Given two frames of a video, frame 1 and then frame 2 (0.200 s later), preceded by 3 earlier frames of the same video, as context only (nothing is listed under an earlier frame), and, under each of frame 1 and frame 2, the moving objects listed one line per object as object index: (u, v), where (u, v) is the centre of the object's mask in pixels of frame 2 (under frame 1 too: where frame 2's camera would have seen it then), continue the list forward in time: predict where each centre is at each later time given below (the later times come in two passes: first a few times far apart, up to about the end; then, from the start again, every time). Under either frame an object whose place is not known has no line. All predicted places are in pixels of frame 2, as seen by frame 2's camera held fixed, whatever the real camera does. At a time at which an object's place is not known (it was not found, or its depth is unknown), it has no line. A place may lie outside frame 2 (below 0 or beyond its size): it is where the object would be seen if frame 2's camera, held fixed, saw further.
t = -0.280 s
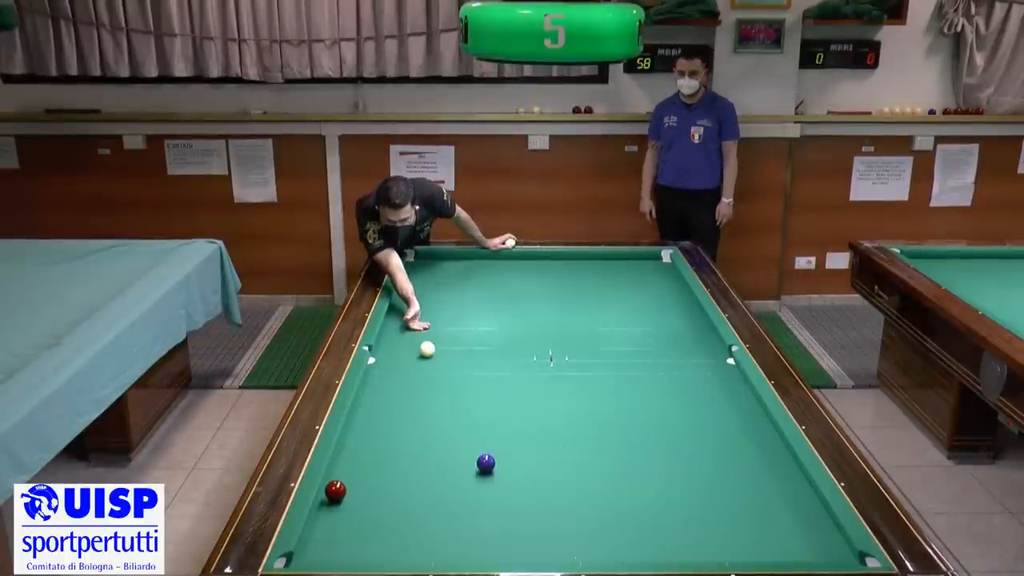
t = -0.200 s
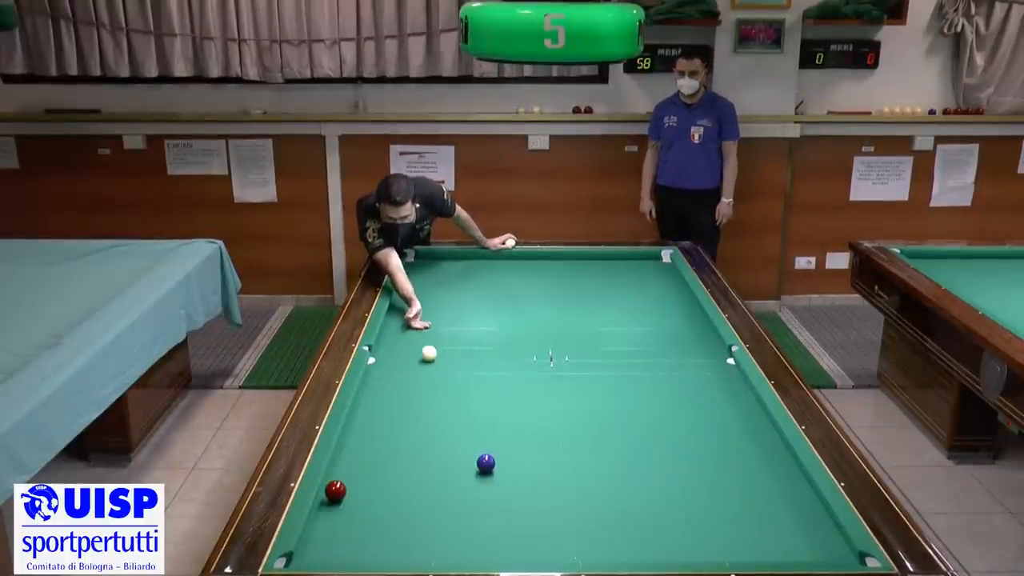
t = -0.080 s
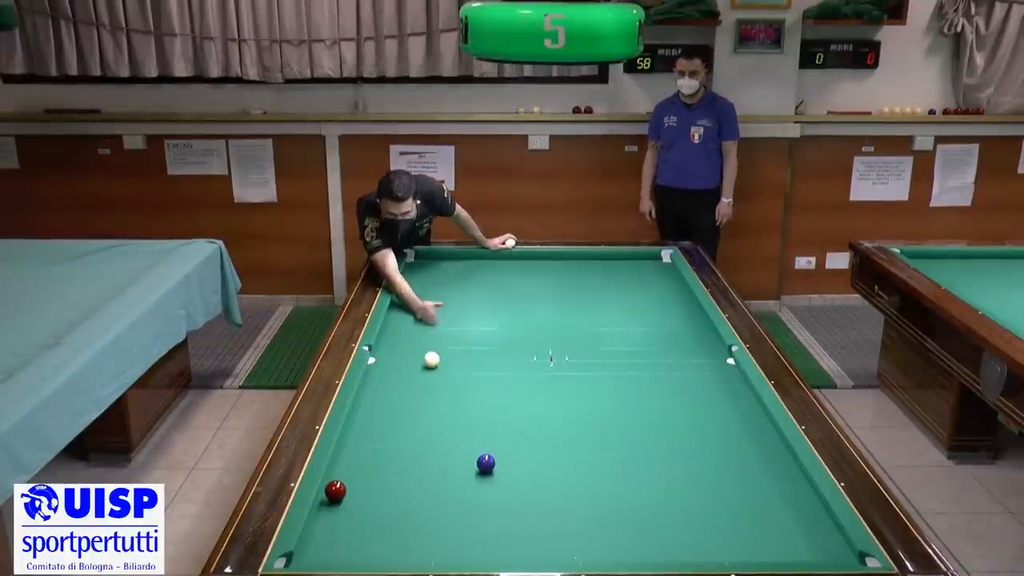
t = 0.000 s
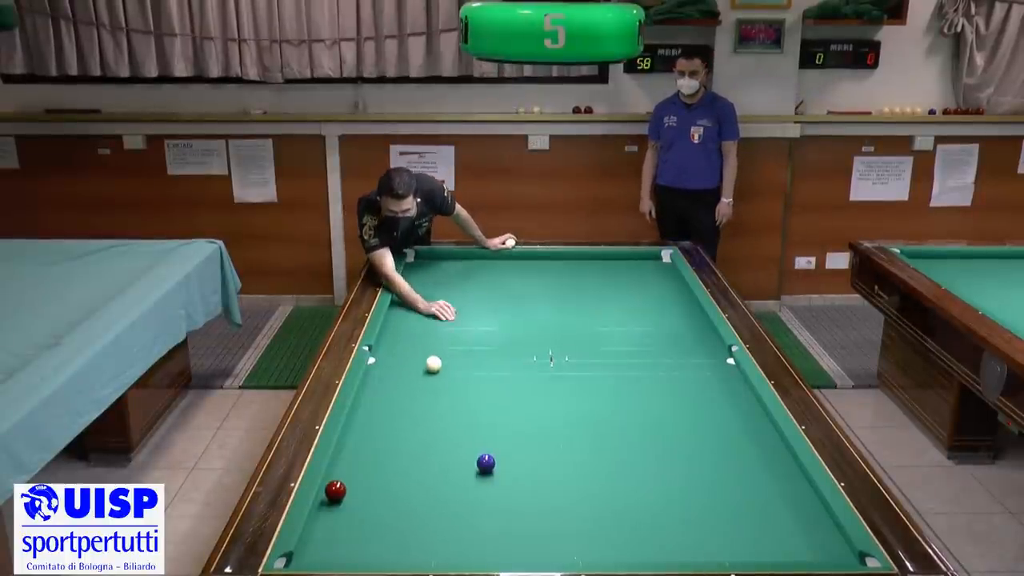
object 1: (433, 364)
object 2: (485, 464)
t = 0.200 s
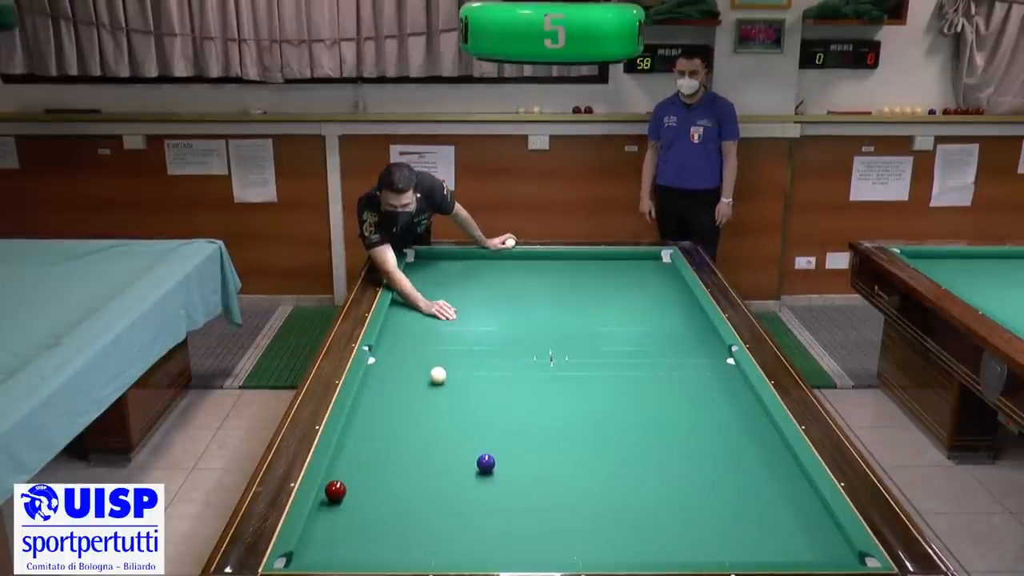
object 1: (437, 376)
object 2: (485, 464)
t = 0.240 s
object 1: (438, 378)
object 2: (485, 464)
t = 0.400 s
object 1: (442, 387)
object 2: (485, 464)
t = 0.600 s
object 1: (448, 399)
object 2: (485, 464)
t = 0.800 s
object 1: (453, 412)
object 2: (485, 464)
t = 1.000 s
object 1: (458, 425)
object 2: (485, 464)
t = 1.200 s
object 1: (464, 439)
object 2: (485, 464)
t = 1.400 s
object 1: (469, 453)
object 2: (485, 464)
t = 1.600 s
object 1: (466, 463)
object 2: (498, 470)
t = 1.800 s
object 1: (461, 472)
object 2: (512, 477)
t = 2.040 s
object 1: (454, 483)
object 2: (528, 485)
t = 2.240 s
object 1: (448, 492)
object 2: (541, 491)
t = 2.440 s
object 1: (443, 502)
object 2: (555, 497)
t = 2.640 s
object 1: (437, 511)
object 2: (568, 504)
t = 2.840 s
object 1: (432, 520)
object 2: (581, 510)
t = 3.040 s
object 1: (426, 529)
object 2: (594, 516)
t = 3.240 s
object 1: (421, 538)
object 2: (606, 521)
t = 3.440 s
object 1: (415, 546)
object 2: (618, 527)
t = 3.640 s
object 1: (410, 552)
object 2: (629, 533)
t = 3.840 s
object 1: (405, 557)
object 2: (641, 538)
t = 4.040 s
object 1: (404, 554)
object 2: (651, 543)
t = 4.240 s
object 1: (402, 551)
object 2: (662, 547)
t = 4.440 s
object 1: (400, 549)
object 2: (672, 551)
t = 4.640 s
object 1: (398, 547)
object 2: (681, 553)
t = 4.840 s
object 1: (397, 544)
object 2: (690, 555)
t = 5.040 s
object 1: (395, 541)
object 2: (698, 557)
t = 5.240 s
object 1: (394, 539)
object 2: (703, 557)
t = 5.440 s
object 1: (393, 537)
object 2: (707, 556)
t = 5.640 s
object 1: (392, 535)
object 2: (710, 556)
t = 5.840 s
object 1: (392, 533)
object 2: (712, 555)
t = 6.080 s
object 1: (392, 532)
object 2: (715, 555)
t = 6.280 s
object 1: (392, 532)
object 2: (716, 554)
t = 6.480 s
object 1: (392, 531)
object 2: (716, 554)
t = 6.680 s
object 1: (392, 531)
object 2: (717, 554)
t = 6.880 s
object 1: (392, 531)
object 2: (717, 554)
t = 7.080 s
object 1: (392, 530)
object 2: (717, 554)
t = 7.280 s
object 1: (392, 530)
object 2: (717, 554)
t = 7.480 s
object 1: (392, 530)
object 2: (717, 554)
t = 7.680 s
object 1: (392, 530)
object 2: (717, 554)
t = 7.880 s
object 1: (392, 530)
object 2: (717, 554)
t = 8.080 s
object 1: (392, 530)
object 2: (717, 554)
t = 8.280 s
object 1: (392, 530)
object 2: (717, 554)
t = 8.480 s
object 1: (392, 530)
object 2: (717, 554)
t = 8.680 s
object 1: (392, 530)
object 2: (717, 554)
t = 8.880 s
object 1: (392, 530)
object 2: (717, 554)
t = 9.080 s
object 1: (392, 531)
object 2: (717, 554)
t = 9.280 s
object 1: (392, 530)
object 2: (717, 554)
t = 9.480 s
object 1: (392, 530)
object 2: (717, 554)
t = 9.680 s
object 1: (392, 530)
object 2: (717, 554)
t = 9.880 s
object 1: (392, 530)
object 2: (717, 554)
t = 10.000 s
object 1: (392, 530)
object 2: (717, 554)
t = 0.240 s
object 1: (438, 378)
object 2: (485, 464)
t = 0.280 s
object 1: (439, 380)
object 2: (485, 464)
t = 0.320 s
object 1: (441, 383)
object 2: (485, 464)
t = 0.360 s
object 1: (441, 385)
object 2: (485, 464)
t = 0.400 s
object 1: (442, 387)
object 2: (485, 464)
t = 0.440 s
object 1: (444, 390)
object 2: (485, 464)
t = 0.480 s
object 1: (444, 392)
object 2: (485, 464)
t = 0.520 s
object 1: (446, 394)
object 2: (485, 464)
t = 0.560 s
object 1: (447, 397)
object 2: (485, 464)
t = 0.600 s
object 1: (448, 399)
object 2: (485, 464)
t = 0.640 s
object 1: (449, 402)
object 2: (485, 464)
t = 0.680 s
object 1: (450, 404)
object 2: (485, 464)
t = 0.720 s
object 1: (451, 407)
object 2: (485, 464)
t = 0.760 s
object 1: (452, 409)
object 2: (485, 464)
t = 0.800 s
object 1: (453, 412)
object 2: (485, 464)
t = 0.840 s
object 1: (454, 415)
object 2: (485, 464)
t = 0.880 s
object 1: (455, 417)
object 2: (485, 464)
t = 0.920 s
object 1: (456, 420)
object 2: (485, 464)
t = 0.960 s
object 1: (457, 423)
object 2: (485, 464)
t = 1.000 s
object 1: (458, 425)
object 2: (485, 464)
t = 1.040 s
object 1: (460, 428)
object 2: (485, 464)
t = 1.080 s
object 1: (461, 431)
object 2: (485, 464)
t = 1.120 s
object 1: (462, 434)
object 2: (485, 464)
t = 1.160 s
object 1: (463, 436)
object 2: (485, 464)
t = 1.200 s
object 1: (464, 439)
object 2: (485, 464)
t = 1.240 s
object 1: (465, 442)
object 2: (485, 464)
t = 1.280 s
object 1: (466, 445)
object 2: (485, 464)
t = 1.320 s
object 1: (468, 447)
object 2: (485, 464)
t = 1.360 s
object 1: (469, 450)
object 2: (485, 464)
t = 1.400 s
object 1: (469, 453)
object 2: (485, 464)
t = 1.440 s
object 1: (470, 455)
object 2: (485, 464)
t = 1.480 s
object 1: (469, 457)
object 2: (489, 466)
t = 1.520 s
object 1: (468, 460)
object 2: (493, 467)
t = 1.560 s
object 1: (467, 461)
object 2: (495, 469)
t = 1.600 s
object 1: (466, 463)
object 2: (498, 470)
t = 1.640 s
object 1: (465, 465)
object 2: (501, 471)
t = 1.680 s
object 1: (464, 467)
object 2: (504, 472)
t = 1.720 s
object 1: (463, 468)
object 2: (506, 474)
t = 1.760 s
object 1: (462, 471)
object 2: (509, 475)
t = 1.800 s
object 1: (461, 472)
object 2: (512, 477)
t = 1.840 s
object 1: (459, 474)
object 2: (514, 478)
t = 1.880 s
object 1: (458, 476)
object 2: (517, 479)
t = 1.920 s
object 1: (457, 478)
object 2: (520, 481)
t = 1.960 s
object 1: (456, 479)
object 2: (523, 482)
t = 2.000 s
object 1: (455, 481)
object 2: (525, 484)
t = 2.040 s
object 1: (454, 483)
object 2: (528, 485)
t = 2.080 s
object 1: (453, 485)
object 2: (530, 486)
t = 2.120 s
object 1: (452, 487)
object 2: (533, 487)
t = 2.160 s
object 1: (451, 489)
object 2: (536, 489)
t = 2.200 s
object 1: (450, 491)
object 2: (539, 490)
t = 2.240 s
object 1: (448, 492)
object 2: (541, 491)
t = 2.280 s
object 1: (447, 495)
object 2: (544, 493)
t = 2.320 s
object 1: (446, 496)
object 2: (547, 494)
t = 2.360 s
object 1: (445, 498)
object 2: (549, 495)
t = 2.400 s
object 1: (444, 500)
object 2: (552, 496)
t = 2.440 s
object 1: (443, 502)
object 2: (555, 497)
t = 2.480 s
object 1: (442, 504)
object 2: (557, 499)
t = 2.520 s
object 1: (441, 505)
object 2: (560, 500)
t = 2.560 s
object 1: (439, 507)
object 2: (562, 501)
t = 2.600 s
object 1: (438, 509)
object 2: (565, 503)
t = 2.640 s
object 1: (437, 511)
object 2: (568, 504)
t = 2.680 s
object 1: (436, 513)
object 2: (570, 505)
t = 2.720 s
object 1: (435, 514)
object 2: (573, 506)
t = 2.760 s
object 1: (434, 516)
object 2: (576, 508)
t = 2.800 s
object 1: (433, 518)
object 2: (578, 509)
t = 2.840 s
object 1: (432, 520)
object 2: (581, 510)
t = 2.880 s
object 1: (431, 522)
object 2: (583, 511)
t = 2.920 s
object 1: (430, 523)
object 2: (586, 512)
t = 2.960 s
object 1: (428, 525)
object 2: (588, 513)
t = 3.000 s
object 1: (427, 527)
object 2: (591, 515)
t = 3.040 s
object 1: (426, 529)
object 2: (594, 516)
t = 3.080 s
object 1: (425, 531)
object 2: (596, 517)
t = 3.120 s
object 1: (424, 532)
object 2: (598, 518)
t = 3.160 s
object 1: (423, 534)
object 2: (601, 519)
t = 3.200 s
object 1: (422, 536)
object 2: (603, 520)
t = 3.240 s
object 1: (421, 538)
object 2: (606, 521)
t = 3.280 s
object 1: (420, 540)
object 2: (608, 523)
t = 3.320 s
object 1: (418, 541)
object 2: (611, 524)
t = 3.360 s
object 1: (417, 543)
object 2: (613, 525)
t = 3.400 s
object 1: (416, 545)
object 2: (615, 526)
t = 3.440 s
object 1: (415, 546)
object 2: (618, 527)
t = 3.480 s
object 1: (414, 547)
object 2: (620, 528)
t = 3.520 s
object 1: (413, 549)
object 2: (622, 529)
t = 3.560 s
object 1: (412, 550)
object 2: (625, 530)
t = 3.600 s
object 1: (411, 551)
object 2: (627, 531)
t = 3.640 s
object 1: (410, 552)
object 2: (629, 533)
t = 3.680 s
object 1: (409, 554)
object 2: (632, 534)
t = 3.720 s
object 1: (408, 554)
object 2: (634, 535)
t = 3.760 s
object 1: (407, 555)
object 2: (636, 536)
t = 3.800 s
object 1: (406, 556)
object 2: (638, 537)
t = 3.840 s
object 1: (405, 557)
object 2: (641, 538)
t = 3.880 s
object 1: (405, 556)
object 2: (643, 539)
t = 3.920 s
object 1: (405, 556)
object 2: (645, 540)
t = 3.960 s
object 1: (404, 555)
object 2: (647, 541)
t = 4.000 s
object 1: (404, 555)
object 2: (649, 542)
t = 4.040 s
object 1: (404, 554)
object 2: (651, 543)
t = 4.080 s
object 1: (403, 553)
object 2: (654, 544)
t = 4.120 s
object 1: (403, 552)
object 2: (656, 544)
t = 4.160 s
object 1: (402, 552)
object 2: (658, 546)
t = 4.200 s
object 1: (402, 551)
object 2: (660, 546)
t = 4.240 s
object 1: (402, 551)
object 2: (662, 547)
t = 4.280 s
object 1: (401, 550)
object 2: (664, 548)
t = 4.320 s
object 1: (401, 550)
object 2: (666, 549)
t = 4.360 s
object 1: (400, 550)
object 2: (668, 550)
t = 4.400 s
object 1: (400, 549)
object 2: (670, 550)
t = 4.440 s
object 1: (400, 549)
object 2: (672, 551)
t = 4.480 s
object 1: (399, 549)
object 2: (674, 551)
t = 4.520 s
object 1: (399, 548)
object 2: (675, 552)
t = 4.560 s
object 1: (399, 548)
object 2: (677, 552)
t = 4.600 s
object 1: (398, 547)
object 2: (679, 552)
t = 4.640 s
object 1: (398, 547)
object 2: (681, 553)
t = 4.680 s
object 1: (398, 546)
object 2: (683, 554)
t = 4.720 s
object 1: (398, 545)
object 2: (685, 554)
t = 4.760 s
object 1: (397, 545)
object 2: (686, 555)
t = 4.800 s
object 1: (397, 544)
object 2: (688, 555)
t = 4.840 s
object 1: (397, 544)
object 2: (690, 555)
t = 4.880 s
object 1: (396, 543)
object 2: (691, 556)
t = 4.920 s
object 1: (396, 543)
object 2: (693, 556)
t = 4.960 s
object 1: (396, 542)
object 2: (695, 556)
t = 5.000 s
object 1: (396, 542)
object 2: (696, 557)
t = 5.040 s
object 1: (395, 541)
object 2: (698, 557)
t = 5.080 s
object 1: (395, 540)
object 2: (700, 558)
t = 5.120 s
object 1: (395, 540)
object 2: (701, 558)
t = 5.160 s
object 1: (395, 540)
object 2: (702, 558)
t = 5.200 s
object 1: (395, 539)
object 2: (702, 557)
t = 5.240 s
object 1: (394, 539)
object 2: (703, 557)
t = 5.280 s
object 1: (394, 538)
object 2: (704, 557)
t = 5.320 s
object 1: (394, 538)
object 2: (705, 557)
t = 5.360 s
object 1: (394, 538)
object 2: (706, 557)
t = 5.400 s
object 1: (393, 537)
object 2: (706, 556)
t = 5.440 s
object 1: (393, 537)
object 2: (707, 556)
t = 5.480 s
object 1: (393, 537)
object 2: (707, 556)
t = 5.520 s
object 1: (393, 536)
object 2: (708, 556)
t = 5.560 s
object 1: (393, 536)
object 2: (709, 556)
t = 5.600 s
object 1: (393, 535)
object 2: (709, 556)
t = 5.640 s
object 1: (392, 535)
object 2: (710, 556)
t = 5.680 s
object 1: (393, 534)
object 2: (710, 555)
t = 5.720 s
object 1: (392, 534)
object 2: (711, 556)
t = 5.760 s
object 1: (392, 534)
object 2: (711, 555)
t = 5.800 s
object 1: (392, 534)
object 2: (712, 555)
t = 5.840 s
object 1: (392, 533)
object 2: (712, 555)
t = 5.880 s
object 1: (392, 533)
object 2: (713, 555)
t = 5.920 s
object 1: (392, 533)
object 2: (713, 555)
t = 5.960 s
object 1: (392, 533)
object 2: (714, 555)
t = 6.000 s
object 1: (392, 533)
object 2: (714, 555)
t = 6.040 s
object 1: (392, 532)
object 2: (714, 555)
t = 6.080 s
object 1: (392, 532)
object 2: (715, 555)
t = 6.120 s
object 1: (392, 532)
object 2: (715, 555)
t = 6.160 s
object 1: (392, 532)
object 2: (715, 555)
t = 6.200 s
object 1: (392, 532)
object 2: (715, 555)
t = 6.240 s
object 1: (392, 532)
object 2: (716, 555)
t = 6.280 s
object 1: (392, 532)
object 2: (716, 554)
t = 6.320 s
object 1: (392, 532)
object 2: (716, 554)
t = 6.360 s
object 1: (392, 531)
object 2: (716, 554)
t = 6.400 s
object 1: (392, 531)
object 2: (716, 554)
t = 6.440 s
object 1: (392, 531)
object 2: (717, 554)
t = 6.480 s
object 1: (392, 531)
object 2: (716, 554)
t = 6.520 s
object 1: (392, 531)
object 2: (717, 554)
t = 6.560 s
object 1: (392, 531)
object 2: (717, 554)
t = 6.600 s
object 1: (392, 531)
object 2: (717, 554)
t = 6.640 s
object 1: (392, 531)
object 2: (717, 554)
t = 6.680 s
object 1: (392, 531)
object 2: (717, 554)
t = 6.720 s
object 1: (392, 531)
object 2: (717, 554)
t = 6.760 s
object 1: (392, 531)
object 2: (717, 554)
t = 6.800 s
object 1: (392, 531)
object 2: (717, 554)
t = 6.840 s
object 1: (392, 531)
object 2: (717, 554)
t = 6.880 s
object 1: (392, 531)
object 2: (717, 554)
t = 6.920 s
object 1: (392, 531)
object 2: (717, 554)
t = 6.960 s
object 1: (392, 530)
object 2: (717, 554)
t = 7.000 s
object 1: (392, 530)
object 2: (717, 554)
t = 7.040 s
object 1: (392, 530)
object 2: (717, 554)
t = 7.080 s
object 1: (392, 530)
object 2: (717, 554)
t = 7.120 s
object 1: (392, 530)
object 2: (717, 554)
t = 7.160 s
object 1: (392, 530)
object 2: (717, 554)
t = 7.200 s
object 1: (392, 530)
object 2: (717, 554)
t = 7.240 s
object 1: (392, 530)
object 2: (717, 554)
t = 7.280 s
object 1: (392, 530)
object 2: (717, 554)
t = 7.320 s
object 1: (392, 530)
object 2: (717, 554)
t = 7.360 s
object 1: (392, 530)
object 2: (717, 554)
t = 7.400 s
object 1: (392, 530)
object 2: (717, 554)
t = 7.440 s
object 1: (392, 530)
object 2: (717, 554)
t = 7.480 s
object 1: (392, 530)
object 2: (717, 554)
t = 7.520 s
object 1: (392, 530)
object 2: (717, 554)
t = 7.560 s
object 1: (392, 530)
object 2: (717, 554)
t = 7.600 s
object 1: (392, 530)
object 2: (717, 554)
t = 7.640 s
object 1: (392, 530)
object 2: (717, 554)
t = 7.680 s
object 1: (392, 530)
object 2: (717, 554)
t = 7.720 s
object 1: (392, 530)
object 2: (717, 554)
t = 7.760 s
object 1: (392, 530)
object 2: (717, 554)
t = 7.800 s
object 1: (392, 530)
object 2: (717, 554)
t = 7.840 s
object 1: (392, 530)
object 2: (717, 554)
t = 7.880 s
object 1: (392, 530)
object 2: (717, 554)
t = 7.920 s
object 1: (392, 530)
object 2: (717, 554)
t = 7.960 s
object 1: (392, 530)
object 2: (717, 554)
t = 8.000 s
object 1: (392, 530)
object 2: (717, 554)
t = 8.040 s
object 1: (392, 530)
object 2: (717, 554)
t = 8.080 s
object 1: (392, 530)
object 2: (717, 554)
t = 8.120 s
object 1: (392, 530)
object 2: (717, 554)
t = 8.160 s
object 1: (392, 530)
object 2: (717, 554)
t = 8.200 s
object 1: (392, 530)
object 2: (717, 554)
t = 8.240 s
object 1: (392, 530)
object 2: (717, 554)
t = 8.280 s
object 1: (392, 530)
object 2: (717, 554)
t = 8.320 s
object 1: (392, 530)
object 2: (717, 554)
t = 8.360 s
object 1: (392, 530)
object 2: (717, 554)
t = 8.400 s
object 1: (392, 530)
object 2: (717, 554)
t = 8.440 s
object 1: (392, 530)
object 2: (717, 554)
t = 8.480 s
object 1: (392, 530)
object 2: (717, 554)
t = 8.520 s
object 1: (392, 530)
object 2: (717, 554)
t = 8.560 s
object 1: (392, 530)
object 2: (717, 554)
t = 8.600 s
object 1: (392, 530)
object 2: (717, 554)
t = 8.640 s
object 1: (392, 530)
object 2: (717, 554)
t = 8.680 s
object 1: (392, 530)
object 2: (717, 554)
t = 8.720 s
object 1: (392, 530)
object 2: (717, 554)
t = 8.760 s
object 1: (392, 530)
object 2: (717, 554)
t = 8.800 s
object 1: (392, 530)
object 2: (717, 554)
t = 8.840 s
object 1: (392, 530)
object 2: (717, 554)
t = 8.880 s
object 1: (392, 530)
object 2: (717, 554)
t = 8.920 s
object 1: (392, 530)
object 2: (717, 554)
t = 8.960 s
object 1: (392, 530)
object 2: (717, 554)
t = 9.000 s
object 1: (392, 530)
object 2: (717, 554)
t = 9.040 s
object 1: (392, 530)
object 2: (717, 554)
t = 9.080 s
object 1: (392, 531)
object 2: (717, 554)
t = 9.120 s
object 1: (392, 530)
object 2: (717, 554)
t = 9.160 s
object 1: (392, 530)
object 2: (717, 554)
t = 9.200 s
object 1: (392, 530)
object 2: (717, 554)
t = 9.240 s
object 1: (392, 531)
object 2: (717, 554)
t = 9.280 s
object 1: (392, 530)
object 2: (717, 554)
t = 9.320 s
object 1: (392, 531)
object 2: (717, 554)
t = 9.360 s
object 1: (392, 530)
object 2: (717, 554)
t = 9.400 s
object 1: (392, 530)
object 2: (717, 554)
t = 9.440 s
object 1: (392, 530)
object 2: (717, 554)
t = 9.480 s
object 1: (392, 530)
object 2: (717, 554)
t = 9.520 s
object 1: (392, 530)
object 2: (717, 554)
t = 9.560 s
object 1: (392, 531)
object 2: (717, 554)
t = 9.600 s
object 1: (392, 530)
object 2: (717, 554)
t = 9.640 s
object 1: (392, 530)
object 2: (717, 554)
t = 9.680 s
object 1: (392, 530)
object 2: (717, 554)
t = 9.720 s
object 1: (392, 531)
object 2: (717, 554)
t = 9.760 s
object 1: (392, 530)
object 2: (717, 554)
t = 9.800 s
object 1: (392, 531)
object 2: (717, 554)
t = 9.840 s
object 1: (392, 530)
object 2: (717, 554)
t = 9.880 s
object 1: (392, 530)
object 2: (717, 554)
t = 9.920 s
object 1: (392, 530)
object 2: (717, 554)
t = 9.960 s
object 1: (392, 531)
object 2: (717, 554)
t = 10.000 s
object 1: (392, 530)
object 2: (717, 554)
